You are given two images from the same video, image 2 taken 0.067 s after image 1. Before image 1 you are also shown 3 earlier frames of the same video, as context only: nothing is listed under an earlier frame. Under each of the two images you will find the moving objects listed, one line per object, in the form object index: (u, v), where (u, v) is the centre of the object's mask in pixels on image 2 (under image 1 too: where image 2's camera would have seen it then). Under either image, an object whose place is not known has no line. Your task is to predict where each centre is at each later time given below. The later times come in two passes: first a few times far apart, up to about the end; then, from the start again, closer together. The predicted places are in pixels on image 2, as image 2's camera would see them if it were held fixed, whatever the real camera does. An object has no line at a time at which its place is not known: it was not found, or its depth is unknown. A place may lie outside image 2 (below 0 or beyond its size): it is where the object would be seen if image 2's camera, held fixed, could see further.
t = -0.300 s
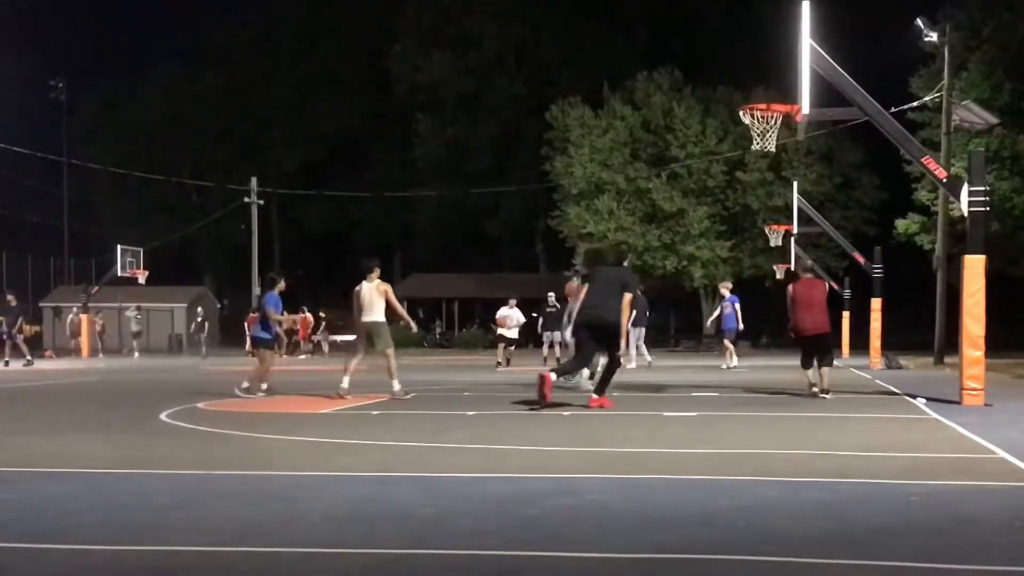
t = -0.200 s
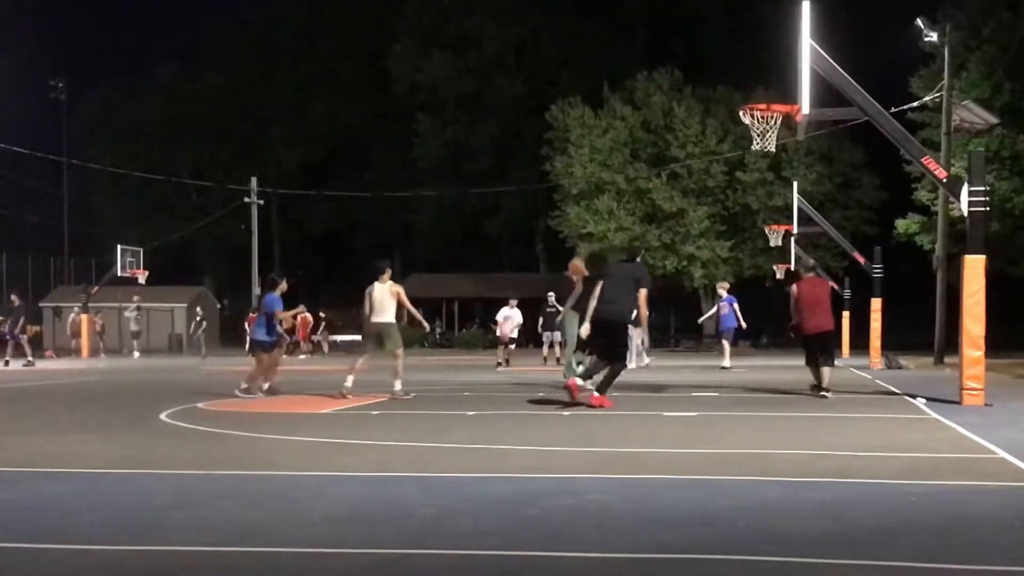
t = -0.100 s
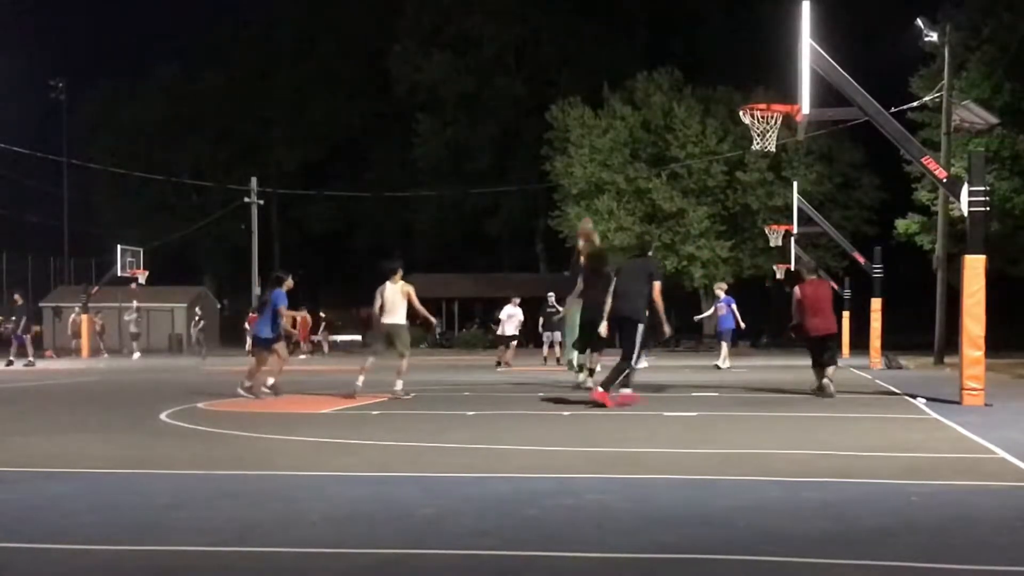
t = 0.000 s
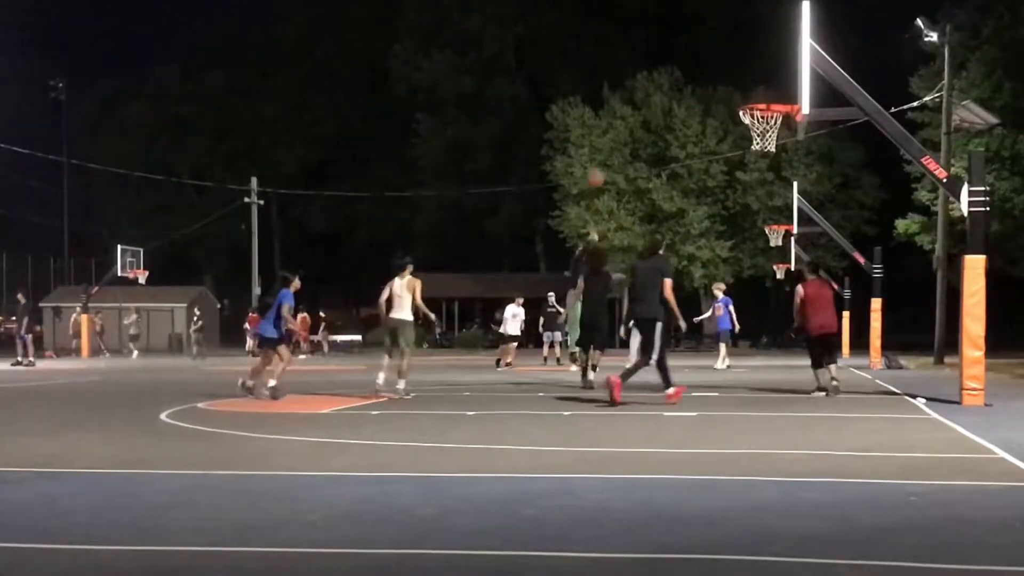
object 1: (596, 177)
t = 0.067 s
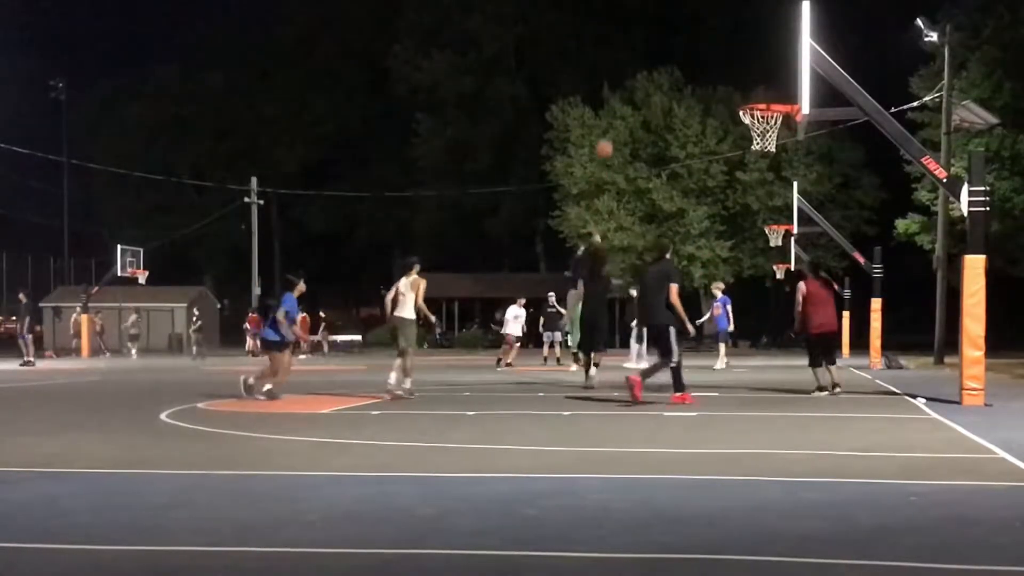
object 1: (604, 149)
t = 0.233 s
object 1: (624, 86)
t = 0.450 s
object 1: (654, 29)
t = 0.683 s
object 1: (688, 7)
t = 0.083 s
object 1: (606, 143)
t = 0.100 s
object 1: (608, 136)
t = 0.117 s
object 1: (610, 128)
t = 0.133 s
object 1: (612, 122)
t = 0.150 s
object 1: (614, 115)
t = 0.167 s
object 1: (616, 111)
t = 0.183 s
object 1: (618, 103)
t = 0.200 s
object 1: (620, 96)
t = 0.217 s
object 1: (622, 91)
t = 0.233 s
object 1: (624, 86)
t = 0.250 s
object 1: (626, 80)
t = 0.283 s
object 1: (631, 70)
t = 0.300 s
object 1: (633, 65)
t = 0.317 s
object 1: (635, 61)
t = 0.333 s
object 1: (638, 56)
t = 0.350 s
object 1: (640, 52)
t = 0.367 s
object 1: (642, 48)
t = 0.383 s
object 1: (644, 44)
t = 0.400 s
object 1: (647, 40)
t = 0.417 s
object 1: (649, 36)
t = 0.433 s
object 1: (652, 33)
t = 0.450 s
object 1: (654, 29)
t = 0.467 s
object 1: (656, 26)
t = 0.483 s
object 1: (659, 24)
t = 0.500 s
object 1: (661, 21)
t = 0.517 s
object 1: (663, 18)
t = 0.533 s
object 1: (666, 16)
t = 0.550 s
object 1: (668, 14)
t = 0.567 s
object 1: (671, 12)
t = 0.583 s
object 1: (673, 11)
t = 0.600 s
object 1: (676, 10)
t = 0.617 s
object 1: (678, 9)
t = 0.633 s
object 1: (680, 8)
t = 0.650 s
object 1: (683, 8)
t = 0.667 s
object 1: (685, 7)
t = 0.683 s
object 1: (688, 7)
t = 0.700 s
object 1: (691, 7)
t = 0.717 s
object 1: (693, 8)
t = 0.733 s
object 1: (696, 8)
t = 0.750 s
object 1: (699, 8)
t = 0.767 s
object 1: (701, 9)
